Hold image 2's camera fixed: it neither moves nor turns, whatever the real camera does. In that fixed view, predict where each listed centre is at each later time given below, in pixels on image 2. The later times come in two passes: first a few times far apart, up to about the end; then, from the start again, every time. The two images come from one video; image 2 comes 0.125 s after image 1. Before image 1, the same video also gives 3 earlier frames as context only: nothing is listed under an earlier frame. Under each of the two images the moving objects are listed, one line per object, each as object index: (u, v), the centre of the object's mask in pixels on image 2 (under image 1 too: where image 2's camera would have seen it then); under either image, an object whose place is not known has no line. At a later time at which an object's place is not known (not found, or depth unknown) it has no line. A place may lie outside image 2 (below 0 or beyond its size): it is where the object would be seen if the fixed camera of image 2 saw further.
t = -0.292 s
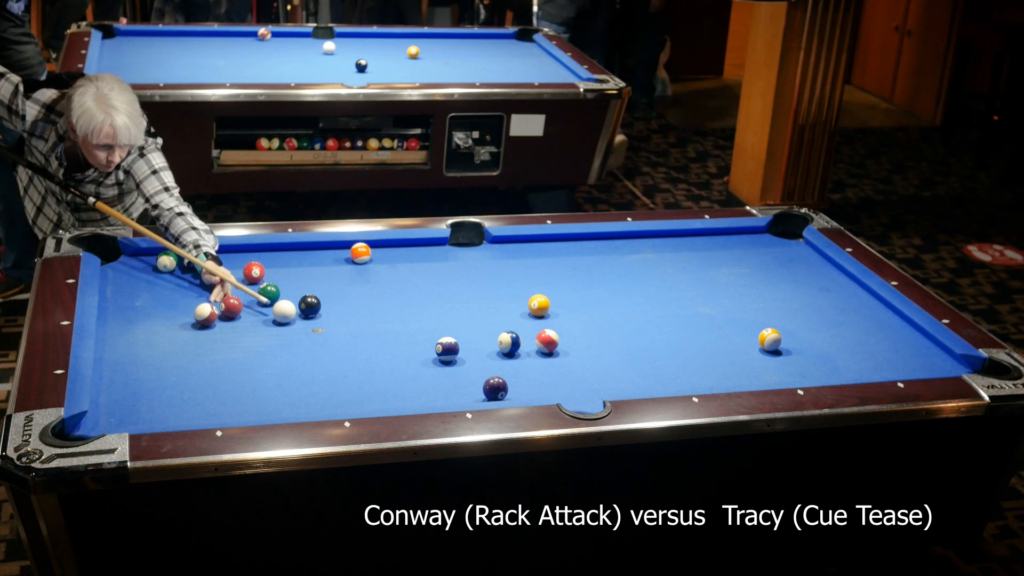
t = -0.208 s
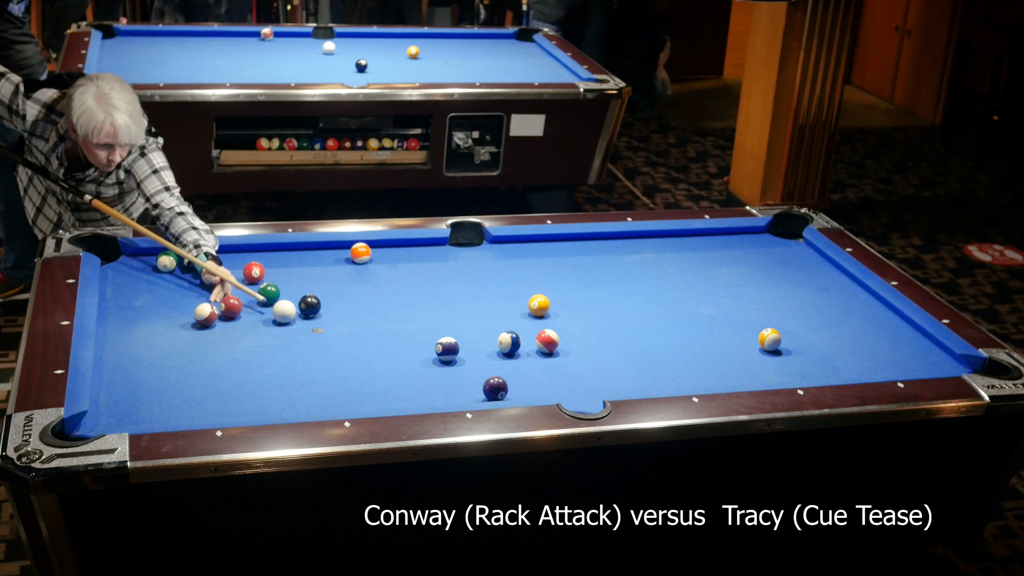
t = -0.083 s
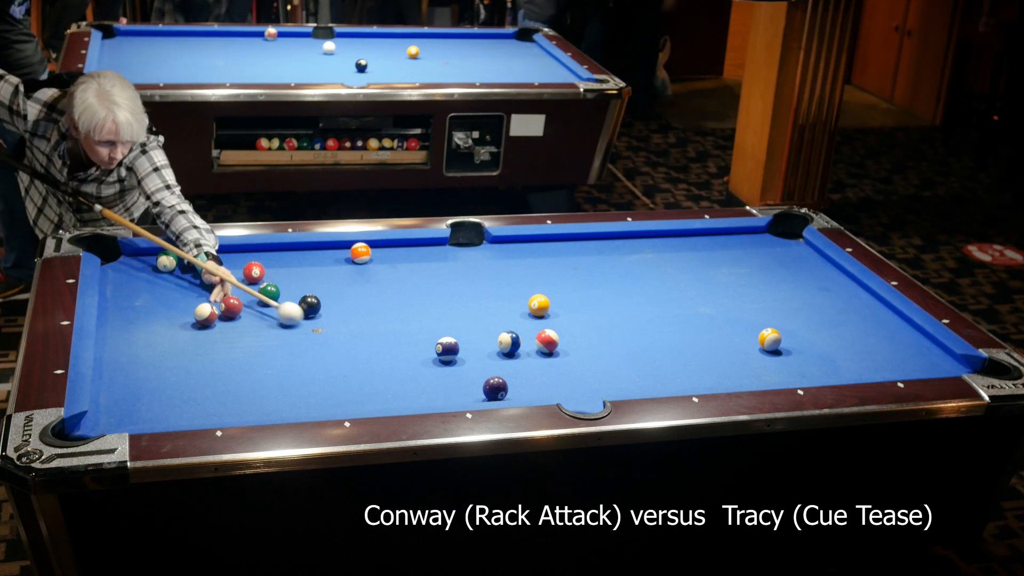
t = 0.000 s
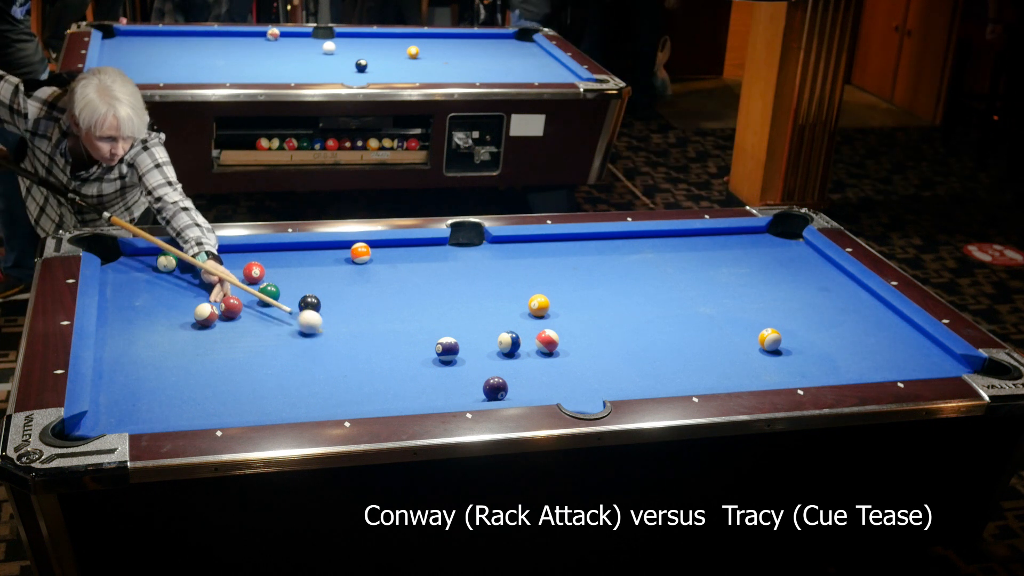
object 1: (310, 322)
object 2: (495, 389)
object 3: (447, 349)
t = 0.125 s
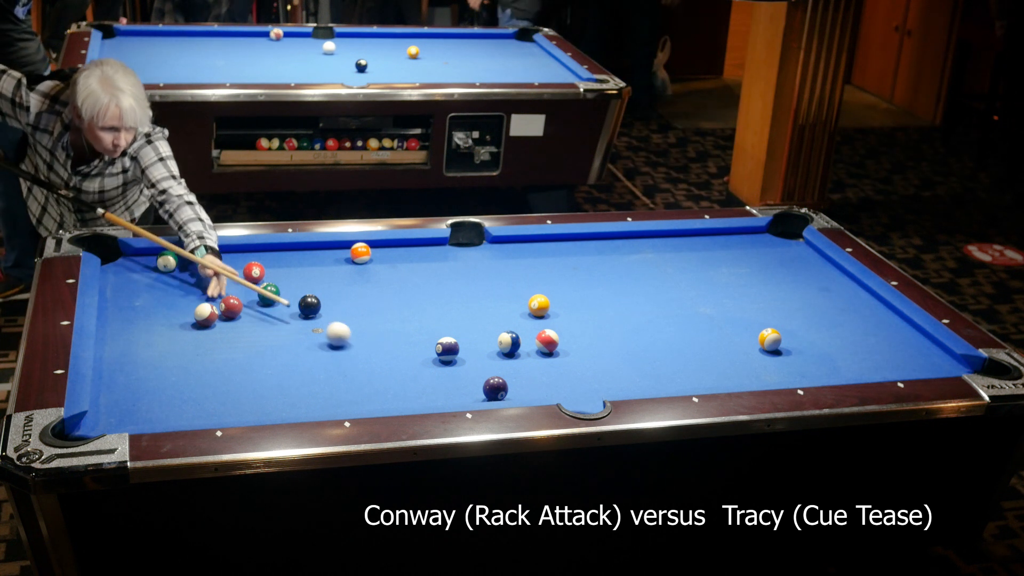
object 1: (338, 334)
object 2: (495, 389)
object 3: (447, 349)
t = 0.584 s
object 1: (447, 379)
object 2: (495, 389)
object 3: (447, 349)
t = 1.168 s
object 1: (468, 380)
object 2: (568, 392)
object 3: (447, 349)
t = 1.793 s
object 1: (461, 357)
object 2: (601, 382)
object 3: (443, 346)
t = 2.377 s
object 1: (466, 355)
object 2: (608, 373)
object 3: (437, 340)
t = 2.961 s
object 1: (466, 356)
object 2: (612, 369)
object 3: (435, 340)
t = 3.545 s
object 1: (466, 356)
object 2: (612, 369)
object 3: (435, 340)
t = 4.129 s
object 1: (466, 356)
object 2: (612, 369)
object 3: (435, 340)
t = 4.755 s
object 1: (466, 356)
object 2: (612, 370)
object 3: (435, 340)
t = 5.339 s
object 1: (466, 356)
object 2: (612, 370)
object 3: (435, 340)
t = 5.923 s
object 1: (466, 356)
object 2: (612, 370)
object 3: (435, 340)
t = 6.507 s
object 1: (466, 356)
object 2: (612, 370)
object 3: (435, 340)
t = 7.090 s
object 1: (466, 356)
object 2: (612, 370)
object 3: (435, 340)
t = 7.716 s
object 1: (466, 356)
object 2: (612, 370)
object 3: (435, 340)
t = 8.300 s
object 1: (466, 356)
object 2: (612, 370)
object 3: (435, 340)
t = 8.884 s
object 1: (466, 356)
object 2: (612, 370)
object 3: (435, 340)
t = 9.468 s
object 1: (466, 356)
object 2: (612, 370)
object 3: (435, 340)
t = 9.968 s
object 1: (466, 356)
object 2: (612, 370)
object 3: (435, 340)
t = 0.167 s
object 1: (348, 338)
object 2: (495, 389)
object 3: (447, 349)
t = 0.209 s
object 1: (357, 342)
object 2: (495, 389)
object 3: (447, 349)
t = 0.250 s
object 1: (367, 346)
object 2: (495, 389)
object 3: (447, 349)
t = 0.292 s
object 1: (376, 350)
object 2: (495, 389)
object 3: (447, 349)
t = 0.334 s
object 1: (386, 354)
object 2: (495, 389)
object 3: (447, 349)
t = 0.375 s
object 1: (396, 358)
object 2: (495, 389)
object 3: (447, 349)
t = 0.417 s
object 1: (406, 362)
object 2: (495, 389)
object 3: (447, 349)
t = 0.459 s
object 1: (416, 366)
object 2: (495, 389)
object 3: (447, 349)
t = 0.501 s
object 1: (426, 370)
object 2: (495, 389)
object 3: (447, 349)
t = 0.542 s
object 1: (437, 375)
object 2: (495, 389)
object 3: (447, 349)
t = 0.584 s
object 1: (447, 379)
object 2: (495, 389)
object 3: (447, 349)
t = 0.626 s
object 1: (457, 383)
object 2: (495, 389)
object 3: (447, 349)
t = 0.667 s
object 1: (467, 388)
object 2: (495, 389)
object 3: (447, 349)
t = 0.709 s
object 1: (471, 391)
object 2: (502, 389)
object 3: (447, 349)
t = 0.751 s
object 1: (473, 393)
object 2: (509, 389)
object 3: (447, 349)
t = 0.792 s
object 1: (476, 395)
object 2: (515, 389)
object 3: (447, 349)
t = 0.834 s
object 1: (476, 394)
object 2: (521, 389)
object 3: (447, 349)
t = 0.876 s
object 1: (475, 393)
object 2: (527, 389)
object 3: (447, 349)
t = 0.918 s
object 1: (474, 392)
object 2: (533, 389)
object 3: (447, 349)
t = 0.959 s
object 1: (473, 390)
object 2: (539, 389)
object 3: (447, 349)
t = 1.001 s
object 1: (472, 389)
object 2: (545, 389)
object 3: (447, 349)
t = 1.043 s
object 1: (471, 386)
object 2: (551, 389)
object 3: (447, 349)
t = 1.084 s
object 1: (470, 384)
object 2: (557, 390)
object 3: (447, 349)
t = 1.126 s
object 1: (469, 382)
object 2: (562, 391)
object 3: (447, 349)
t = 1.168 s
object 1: (468, 380)
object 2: (568, 392)
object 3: (447, 349)
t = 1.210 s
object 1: (467, 378)
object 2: (573, 392)
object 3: (447, 349)
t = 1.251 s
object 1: (466, 376)
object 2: (579, 393)
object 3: (447, 349)
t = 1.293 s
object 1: (466, 374)
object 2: (584, 393)
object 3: (447, 349)
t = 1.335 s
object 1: (465, 372)
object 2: (589, 393)
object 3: (447, 349)
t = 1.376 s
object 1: (464, 370)
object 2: (593, 393)
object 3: (447, 349)
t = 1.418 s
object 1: (463, 368)
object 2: (594, 391)
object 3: (447, 349)
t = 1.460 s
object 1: (463, 367)
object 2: (595, 390)
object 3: (447, 349)
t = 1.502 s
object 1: (462, 365)
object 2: (596, 389)
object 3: (447, 348)
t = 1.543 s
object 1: (461, 363)
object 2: (597, 388)
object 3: (446, 348)
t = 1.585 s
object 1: (460, 361)
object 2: (598, 386)
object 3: (446, 348)
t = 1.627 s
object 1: (460, 360)
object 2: (599, 386)
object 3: (445, 347)
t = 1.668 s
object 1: (459, 359)
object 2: (599, 385)
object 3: (445, 347)
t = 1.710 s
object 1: (460, 358)
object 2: (600, 384)
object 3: (444, 346)
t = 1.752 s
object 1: (460, 358)
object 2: (601, 383)
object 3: (444, 346)
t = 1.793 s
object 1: (461, 357)
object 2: (601, 382)
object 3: (443, 346)
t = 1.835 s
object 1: (461, 357)
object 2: (602, 381)
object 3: (443, 345)
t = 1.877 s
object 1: (462, 357)
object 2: (603, 380)
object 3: (443, 345)
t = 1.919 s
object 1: (462, 357)
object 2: (603, 379)
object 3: (442, 345)
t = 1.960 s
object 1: (463, 356)
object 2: (604, 379)
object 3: (442, 344)
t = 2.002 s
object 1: (464, 356)
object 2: (604, 378)
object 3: (441, 343)
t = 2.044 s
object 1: (464, 356)
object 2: (605, 377)
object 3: (441, 343)
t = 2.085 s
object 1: (464, 356)
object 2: (605, 376)
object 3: (440, 342)
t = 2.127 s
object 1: (465, 356)
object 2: (606, 376)
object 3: (440, 342)
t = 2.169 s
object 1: (465, 355)
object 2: (606, 375)
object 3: (439, 341)
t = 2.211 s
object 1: (465, 355)
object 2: (607, 375)
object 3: (439, 341)
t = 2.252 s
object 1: (466, 355)
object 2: (607, 374)
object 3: (438, 341)
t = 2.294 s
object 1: (466, 355)
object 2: (607, 374)
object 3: (438, 341)
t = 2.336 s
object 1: (466, 355)
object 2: (608, 373)
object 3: (437, 341)
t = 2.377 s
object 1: (466, 355)
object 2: (608, 373)
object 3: (437, 340)
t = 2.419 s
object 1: (466, 355)
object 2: (609, 372)
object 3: (437, 340)
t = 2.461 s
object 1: (466, 355)
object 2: (609, 371)
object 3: (436, 340)
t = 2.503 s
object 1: (466, 355)
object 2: (610, 371)
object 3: (436, 340)
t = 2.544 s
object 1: (466, 356)
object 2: (610, 371)
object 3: (436, 340)
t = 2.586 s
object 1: (466, 356)
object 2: (610, 371)
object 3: (436, 340)
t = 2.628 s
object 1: (466, 356)
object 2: (611, 371)
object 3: (435, 340)
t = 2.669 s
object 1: (466, 356)
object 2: (611, 370)
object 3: (435, 340)
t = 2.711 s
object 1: (466, 356)
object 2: (611, 370)
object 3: (435, 340)
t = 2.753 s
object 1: (466, 356)
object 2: (611, 370)
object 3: (435, 340)
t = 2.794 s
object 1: (466, 356)
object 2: (612, 369)
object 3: (435, 340)
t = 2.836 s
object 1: (466, 356)
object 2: (612, 369)
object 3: (435, 340)
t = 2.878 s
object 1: (466, 355)
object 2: (612, 369)
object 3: (435, 340)
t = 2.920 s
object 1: (466, 355)
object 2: (612, 369)
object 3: (435, 340)
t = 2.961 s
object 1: (466, 356)
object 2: (612, 369)
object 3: (435, 340)
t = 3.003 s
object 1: (466, 356)
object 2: (612, 369)
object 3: (435, 340)
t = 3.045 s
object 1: (466, 356)
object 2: (612, 369)
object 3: (435, 340)
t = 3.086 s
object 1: (466, 356)
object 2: (612, 369)
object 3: (435, 340)
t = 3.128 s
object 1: (466, 356)
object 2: (612, 369)
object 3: (435, 340)
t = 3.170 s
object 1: (466, 356)
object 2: (612, 369)
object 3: (435, 340)
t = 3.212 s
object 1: (466, 356)
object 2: (612, 369)
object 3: (435, 340)
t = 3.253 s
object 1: (466, 356)
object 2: (612, 369)
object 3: (435, 340)
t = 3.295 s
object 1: (466, 356)
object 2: (612, 369)
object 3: (435, 340)
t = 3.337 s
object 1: (466, 356)
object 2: (612, 369)
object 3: (435, 340)
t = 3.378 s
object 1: (466, 356)
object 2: (612, 369)
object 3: (435, 340)
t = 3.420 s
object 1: (466, 356)
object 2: (612, 369)
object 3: (435, 340)
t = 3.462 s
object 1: (466, 356)
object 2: (612, 369)
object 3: (435, 340)
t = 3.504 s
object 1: (466, 356)
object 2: (612, 369)
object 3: (435, 340)
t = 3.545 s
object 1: (466, 356)
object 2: (612, 369)
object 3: (435, 340)
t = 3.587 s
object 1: (466, 356)
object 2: (612, 369)
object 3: (435, 340)
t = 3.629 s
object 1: (466, 356)
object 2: (612, 369)
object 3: (435, 340)
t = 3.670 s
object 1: (466, 356)
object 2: (612, 369)
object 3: (435, 340)
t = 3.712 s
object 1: (466, 356)
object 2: (612, 369)
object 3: (435, 340)
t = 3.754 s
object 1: (466, 356)
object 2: (612, 369)
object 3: (435, 340)
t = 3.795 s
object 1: (466, 356)
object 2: (612, 369)
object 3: (435, 340)
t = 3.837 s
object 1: (466, 356)
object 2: (612, 369)
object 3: (435, 340)
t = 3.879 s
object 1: (466, 356)
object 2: (612, 369)
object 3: (435, 340)
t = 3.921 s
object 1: (466, 356)
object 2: (612, 369)
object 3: (435, 340)
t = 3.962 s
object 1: (466, 356)
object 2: (612, 369)
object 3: (435, 340)
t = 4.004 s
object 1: (466, 356)
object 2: (612, 369)
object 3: (435, 340)
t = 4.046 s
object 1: (466, 356)
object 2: (612, 369)
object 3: (435, 340)
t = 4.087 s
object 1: (466, 356)
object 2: (612, 369)
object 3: (435, 340)
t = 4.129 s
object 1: (466, 356)
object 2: (612, 369)
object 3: (435, 340)
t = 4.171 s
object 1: (466, 356)
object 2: (612, 369)
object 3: (435, 340)
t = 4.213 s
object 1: (466, 356)
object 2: (612, 369)
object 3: (435, 340)
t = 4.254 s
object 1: (466, 356)
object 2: (612, 369)
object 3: (435, 340)
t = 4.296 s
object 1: (466, 356)
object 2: (612, 369)
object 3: (435, 340)
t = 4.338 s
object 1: (466, 356)
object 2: (612, 369)
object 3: (435, 340)
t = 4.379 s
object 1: (466, 356)
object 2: (612, 370)
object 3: (435, 340)
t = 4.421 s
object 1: (466, 356)
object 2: (612, 370)
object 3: (435, 340)
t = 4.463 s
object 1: (466, 356)
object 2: (612, 370)
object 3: (435, 340)
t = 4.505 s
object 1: (466, 356)
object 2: (612, 370)
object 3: (435, 340)
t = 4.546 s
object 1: (466, 356)
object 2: (612, 370)
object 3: (435, 340)
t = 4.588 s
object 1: (466, 356)
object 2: (612, 370)
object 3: (435, 340)
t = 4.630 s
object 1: (466, 356)
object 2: (612, 370)
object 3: (435, 340)
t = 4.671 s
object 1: (466, 356)
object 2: (612, 370)
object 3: (435, 340)
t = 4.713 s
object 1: (466, 356)
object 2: (612, 370)
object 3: (435, 340)
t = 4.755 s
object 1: (466, 356)
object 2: (612, 370)
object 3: (435, 340)
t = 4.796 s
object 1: (466, 356)
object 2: (612, 370)
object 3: (435, 340)
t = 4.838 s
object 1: (466, 356)
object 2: (612, 370)
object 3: (435, 340)
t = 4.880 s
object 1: (466, 356)
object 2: (612, 370)
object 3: (435, 340)
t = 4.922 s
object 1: (466, 356)
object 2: (612, 370)
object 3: (435, 340)
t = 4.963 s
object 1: (466, 356)
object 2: (612, 370)
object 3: (435, 340)
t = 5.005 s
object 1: (466, 356)
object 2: (612, 370)
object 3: (435, 340)
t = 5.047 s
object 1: (466, 356)
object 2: (612, 370)
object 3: (435, 340)
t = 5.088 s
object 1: (466, 356)
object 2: (612, 370)
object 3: (435, 340)
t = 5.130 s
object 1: (466, 356)
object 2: (612, 370)
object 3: (435, 340)
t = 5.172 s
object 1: (466, 356)
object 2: (612, 370)
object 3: (435, 340)
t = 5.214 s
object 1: (466, 356)
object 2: (612, 370)
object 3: (435, 340)
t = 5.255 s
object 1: (466, 356)
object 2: (612, 370)
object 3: (435, 340)
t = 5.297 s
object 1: (466, 356)
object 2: (612, 370)
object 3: (435, 340)
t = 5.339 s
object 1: (466, 356)
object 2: (612, 370)
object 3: (435, 340)
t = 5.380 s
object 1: (466, 356)
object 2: (612, 370)
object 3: (435, 340)
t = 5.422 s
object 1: (466, 356)
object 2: (612, 370)
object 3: (435, 340)
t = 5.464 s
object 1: (466, 356)
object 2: (612, 370)
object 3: (435, 340)
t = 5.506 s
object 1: (466, 356)
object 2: (612, 370)
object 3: (435, 340)
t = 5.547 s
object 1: (466, 356)
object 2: (612, 370)
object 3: (435, 340)
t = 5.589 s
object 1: (466, 356)
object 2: (612, 370)
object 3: (435, 340)
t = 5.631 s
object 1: (466, 356)
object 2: (612, 370)
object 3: (435, 340)
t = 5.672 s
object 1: (466, 356)
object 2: (612, 370)
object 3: (435, 340)
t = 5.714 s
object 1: (466, 356)
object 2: (612, 370)
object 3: (435, 340)
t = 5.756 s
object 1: (466, 356)
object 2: (612, 370)
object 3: (435, 340)
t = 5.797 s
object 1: (466, 356)
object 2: (612, 370)
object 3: (435, 340)
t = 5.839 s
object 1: (466, 356)
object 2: (612, 370)
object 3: (435, 340)
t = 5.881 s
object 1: (466, 356)
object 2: (612, 370)
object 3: (435, 340)
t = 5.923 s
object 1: (466, 356)
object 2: (612, 370)
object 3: (435, 340)
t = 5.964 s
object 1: (466, 356)
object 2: (612, 370)
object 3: (435, 340)
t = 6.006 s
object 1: (466, 356)
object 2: (612, 370)
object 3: (435, 340)
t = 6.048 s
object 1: (466, 356)
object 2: (612, 370)
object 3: (435, 340)
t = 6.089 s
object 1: (466, 356)
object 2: (612, 370)
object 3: (435, 340)
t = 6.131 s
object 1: (466, 356)
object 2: (612, 370)
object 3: (435, 340)
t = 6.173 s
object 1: (466, 356)
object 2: (612, 370)
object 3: (435, 340)
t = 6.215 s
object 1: (466, 356)
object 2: (612, 370)
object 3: (435, 340)
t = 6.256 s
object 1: (466, 356)
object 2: (612, 370)
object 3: (435, 340)
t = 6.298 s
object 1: (466, 356)
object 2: (612, 370)
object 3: (435, 340)
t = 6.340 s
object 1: (466, 356)
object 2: (612, 370)
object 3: (435, 340)
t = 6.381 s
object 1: (466, 356)
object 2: (612, 370)
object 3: (435, 340)
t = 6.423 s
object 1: (466, 356)
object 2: (612, 370)
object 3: (435, 340)
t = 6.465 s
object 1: (466, 356)
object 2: (612, 370)
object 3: (435, 340)
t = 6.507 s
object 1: (466, 356)
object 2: (612, 370)
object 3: (435, 340)
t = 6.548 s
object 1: (466, 356)
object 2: (612, 370)
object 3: (435, 340)
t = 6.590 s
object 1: (466, 356)
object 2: (612, 370)
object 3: (435, 340)
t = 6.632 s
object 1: (466, 356)
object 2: (612, 370)
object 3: (435, 340)
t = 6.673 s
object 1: (466, 356)
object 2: (612, 370)
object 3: (435, 340)
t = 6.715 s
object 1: (466, 356)
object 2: (612, 370)
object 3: (435, 340)
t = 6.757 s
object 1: (466, 356)
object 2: (612, 370)
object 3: (435, 340)
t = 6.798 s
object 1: (466, 356)
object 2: (612, 370)
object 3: (435, 340)
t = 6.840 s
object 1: (466, 356)
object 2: (612, 370)
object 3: (435, 340)
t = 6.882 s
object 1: (466, 356)
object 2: (612, 370)
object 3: (435, 340)
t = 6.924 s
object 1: (466, 356)
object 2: (612, 370)
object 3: (435, 340)
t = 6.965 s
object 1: (466, 356)
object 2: (612, 370)
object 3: (435, 340)
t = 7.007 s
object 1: (466, 356)
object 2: (612, 370)
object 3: (435, 340)
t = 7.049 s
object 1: (466, 356)
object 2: (612, 370)
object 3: (435, 340)
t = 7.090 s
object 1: (466, 356)
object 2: (612, 370)
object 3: (435, 340)
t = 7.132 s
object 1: (466, 356)
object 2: (612, 370)
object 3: (435, 340)
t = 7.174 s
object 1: (466, 356)
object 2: (612, 370)
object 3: (435, 340)
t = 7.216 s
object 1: (466, 356)
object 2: (612, 370)
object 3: (435, 340)
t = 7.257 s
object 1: (466, 356)
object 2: (612, 370)
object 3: (435, 340)
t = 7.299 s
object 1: (466, 356)
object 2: (612, 370)
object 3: (435, 340)
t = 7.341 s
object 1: (466, 356)
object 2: (612, 370)
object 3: (435, 340)
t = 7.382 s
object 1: (466, 356)
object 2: (612, 370)
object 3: (435, 340)
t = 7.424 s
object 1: (466, 356)
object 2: (612, 370)
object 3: (435, 340)
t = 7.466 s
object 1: (466, 356)
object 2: (612, 370)
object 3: (435, 340)
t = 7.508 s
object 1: (466, 356)
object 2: (612, 370)
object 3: (435, 340)
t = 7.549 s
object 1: (466, 356)
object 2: (612, 370)
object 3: (435, 340)
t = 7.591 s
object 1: (466, 356)
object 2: (612, 370)
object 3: (435, 340)
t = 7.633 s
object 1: (466, 356)
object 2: (612, 370)
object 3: (435, 340)
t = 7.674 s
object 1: (466, 356)
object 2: (612, 370)
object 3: (435, 340)
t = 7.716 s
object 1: (466, 356)
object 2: (612, 370)
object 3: (435, 340)
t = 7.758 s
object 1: (466, 356)
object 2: (612, 370)
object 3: (435, 340)
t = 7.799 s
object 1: (466, 356)
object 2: (612, 370)
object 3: (435, 340)
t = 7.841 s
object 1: (466, 356)
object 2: (612, 370)
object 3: (435, 340)
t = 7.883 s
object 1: (466, 356)
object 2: (612, 370)
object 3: (435, 340)
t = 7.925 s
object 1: (466, 356)
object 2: (612, 370)
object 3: (435, 340)
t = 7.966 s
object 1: (466, 356)
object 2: (612, 370)
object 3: (435, 340)
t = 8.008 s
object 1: (466, 356)
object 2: (612, 370)
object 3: (435, 340)
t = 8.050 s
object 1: (466, 356)
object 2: (612, 370)
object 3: (435, 340)
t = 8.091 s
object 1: (466, 356)
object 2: (612, 370)
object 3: (435, 340)
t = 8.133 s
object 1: (466, 356)
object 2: (612, 370)
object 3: (435, 340)
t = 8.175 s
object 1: (466, 356)
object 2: (612, 370)
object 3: (435, 340)
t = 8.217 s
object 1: (466, 356)
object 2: (612, 370)
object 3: (435, 340)
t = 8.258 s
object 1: (466, 356)
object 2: (612, 370)
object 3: (435, 340)
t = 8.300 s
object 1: (466, 356)
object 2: (612, 370)
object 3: (435, 340)
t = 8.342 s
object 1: (466, 356)
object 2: (612, 370)
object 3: (435, 340)
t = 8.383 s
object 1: (466, 356)
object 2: (612, 370)
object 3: (435, 340)
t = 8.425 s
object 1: (466, 356)
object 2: (612, 370)
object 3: (435, 340)
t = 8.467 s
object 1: (466, 356)
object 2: (612, 370)
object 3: (435, 340)
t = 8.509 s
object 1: (466, 356)
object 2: (612, 370)
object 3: (435, 340)
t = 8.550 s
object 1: (466, 356)
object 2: (612, 370)
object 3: (435, 340)
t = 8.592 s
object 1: (466, 356)
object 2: (612, 370)
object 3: (435, 340)
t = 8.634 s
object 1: (466, 356)
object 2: (612, 370)
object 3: (435, 340)
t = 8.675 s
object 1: (466, 356)
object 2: (612, 370)
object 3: (435, 340)
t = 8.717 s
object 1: (466, 356)
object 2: (612, 370)
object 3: (435, 340)
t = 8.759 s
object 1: (466, 356)
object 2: (612, 370)
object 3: (435, 340)
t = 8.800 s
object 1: (466, 356)
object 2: (612, 370)
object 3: (435, 340)
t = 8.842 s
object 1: (466, 356)
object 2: (612, 370)
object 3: (435, 340)
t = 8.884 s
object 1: (466, 356)
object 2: (612, 370)
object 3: (435, 340)
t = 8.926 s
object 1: (466, 356)
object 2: (612, 370)
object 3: (435, 340)
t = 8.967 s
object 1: (466, 356)
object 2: (612, 370)
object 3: (435, 340)
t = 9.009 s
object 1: (466, 356)
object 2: (612, 370)
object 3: (435, 340)
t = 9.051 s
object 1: (466, 356)
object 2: (612, 370)
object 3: (435, 340)
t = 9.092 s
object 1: (466, 356)
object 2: (612, 370)
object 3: (435, 340)
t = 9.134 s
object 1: (466, 356)
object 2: (612, 370)
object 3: (435, 340)
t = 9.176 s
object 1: (466, 356)
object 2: (612, 370)
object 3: (435, 340)
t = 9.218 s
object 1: (466, 356)
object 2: (612, 370)
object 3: (435, 340)
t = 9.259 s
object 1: (466, 356)
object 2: (612, 370)
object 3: (435, 340)
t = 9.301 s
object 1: (466, 356)
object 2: (612, 370)
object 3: (435, 340)
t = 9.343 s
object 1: (466, 356)
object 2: (612, 370)
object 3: (435, 340)
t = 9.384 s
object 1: (466, 356)
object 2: (612, 370)
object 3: (435, 340)
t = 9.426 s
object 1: (466, 356)
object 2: (612, 370)
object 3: (435, 340)
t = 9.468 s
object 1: (466, 356)
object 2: (612, 370)
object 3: (435, 340)
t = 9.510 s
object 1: (466, 356)
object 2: (612, 370)
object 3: (435, 340)
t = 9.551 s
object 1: (466, 356)
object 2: (612, 370)
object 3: (435, 340)
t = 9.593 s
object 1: (466, 356)
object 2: (612, 370)
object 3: (435, 340)
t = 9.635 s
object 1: (466, 356)
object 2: (612, 370)
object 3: (435, 340)
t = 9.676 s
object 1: (466, 356)
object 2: (612, 370)
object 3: (435, 340)
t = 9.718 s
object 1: (466, 356)
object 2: (612, 370)
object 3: (435, 340)
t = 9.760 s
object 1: (466, 356)
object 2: (612, 370)
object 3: (435, 340)
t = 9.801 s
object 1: (466, 356)
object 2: (612, 370)
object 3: (435, 340)
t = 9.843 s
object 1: (466, 356)
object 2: (612, 370)
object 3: (435, 340)
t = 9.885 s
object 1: (466, 356)
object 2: (612, 370)
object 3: (435, 340)
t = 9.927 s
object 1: (466, 356)
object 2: (612, 370)
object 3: (435, 340)
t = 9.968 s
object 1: (466, 356)
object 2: (612, 370)
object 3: (435, 340)
